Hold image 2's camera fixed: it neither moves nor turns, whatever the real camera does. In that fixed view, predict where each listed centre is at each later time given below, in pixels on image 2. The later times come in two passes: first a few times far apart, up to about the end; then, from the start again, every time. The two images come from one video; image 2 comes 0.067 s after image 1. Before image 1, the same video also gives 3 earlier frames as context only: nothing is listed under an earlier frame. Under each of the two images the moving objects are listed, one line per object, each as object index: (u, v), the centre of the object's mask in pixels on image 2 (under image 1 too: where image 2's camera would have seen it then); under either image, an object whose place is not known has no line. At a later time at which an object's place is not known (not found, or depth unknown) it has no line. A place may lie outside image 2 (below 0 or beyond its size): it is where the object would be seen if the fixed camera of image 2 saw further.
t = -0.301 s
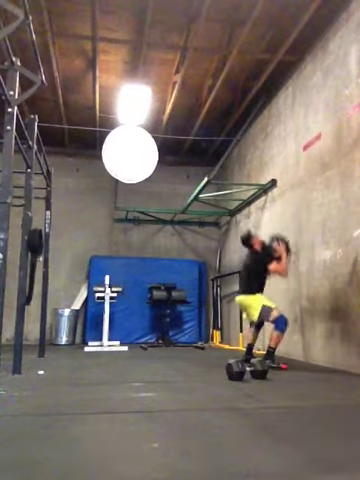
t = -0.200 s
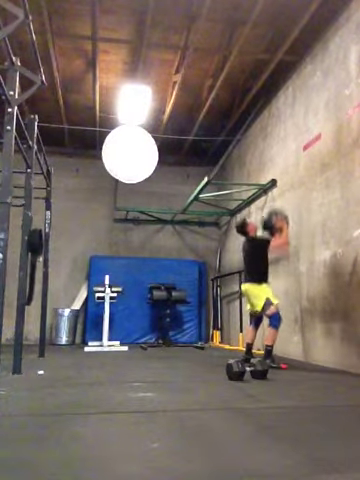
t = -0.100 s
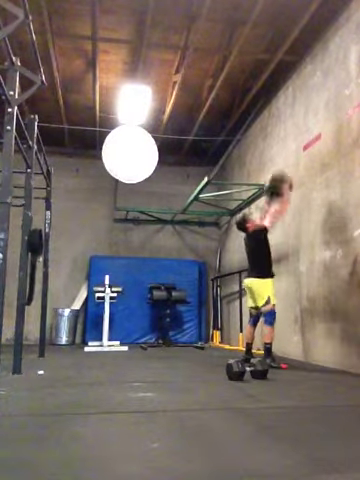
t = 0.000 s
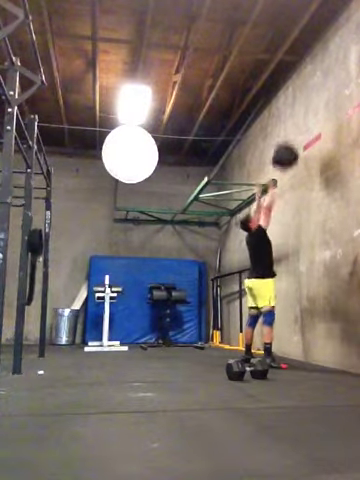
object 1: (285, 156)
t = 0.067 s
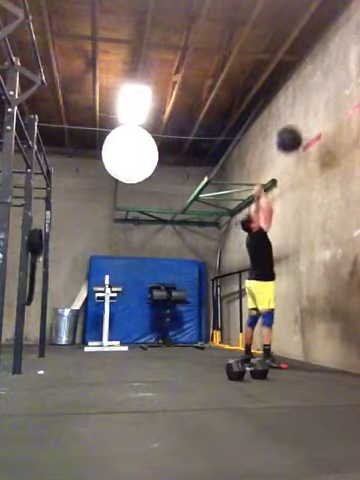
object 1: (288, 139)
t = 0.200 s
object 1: (296, 117)
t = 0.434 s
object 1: (301, 108)
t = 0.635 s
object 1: (295, 127)
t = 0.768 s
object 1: (293, 157)
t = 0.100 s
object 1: (290, 132)
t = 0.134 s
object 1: (292, 126)
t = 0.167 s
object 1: (294, 121)
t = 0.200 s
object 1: (296, 117)
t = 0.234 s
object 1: (299, 114)
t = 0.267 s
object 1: (301, 111)
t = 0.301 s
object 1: (302, 109)
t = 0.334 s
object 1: (302, 108)
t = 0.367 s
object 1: (302, 107)
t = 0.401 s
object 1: (301, 108)
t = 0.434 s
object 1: (301, 108)
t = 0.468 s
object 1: (300, 109)
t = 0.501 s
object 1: (300, 111)
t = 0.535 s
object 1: (299, 113)
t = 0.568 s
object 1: (298, 117)
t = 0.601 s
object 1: (296, 121)
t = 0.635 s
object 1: (295, 127)
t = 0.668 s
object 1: (295, 133)
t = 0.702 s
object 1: (294, 140)
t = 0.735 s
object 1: (294, 148)
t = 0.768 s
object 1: (293, 157)
